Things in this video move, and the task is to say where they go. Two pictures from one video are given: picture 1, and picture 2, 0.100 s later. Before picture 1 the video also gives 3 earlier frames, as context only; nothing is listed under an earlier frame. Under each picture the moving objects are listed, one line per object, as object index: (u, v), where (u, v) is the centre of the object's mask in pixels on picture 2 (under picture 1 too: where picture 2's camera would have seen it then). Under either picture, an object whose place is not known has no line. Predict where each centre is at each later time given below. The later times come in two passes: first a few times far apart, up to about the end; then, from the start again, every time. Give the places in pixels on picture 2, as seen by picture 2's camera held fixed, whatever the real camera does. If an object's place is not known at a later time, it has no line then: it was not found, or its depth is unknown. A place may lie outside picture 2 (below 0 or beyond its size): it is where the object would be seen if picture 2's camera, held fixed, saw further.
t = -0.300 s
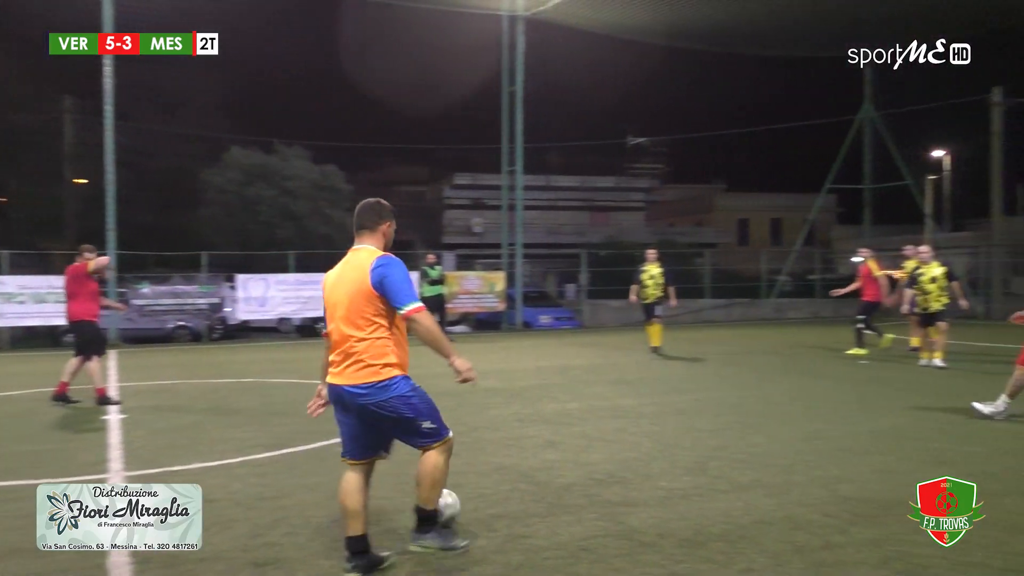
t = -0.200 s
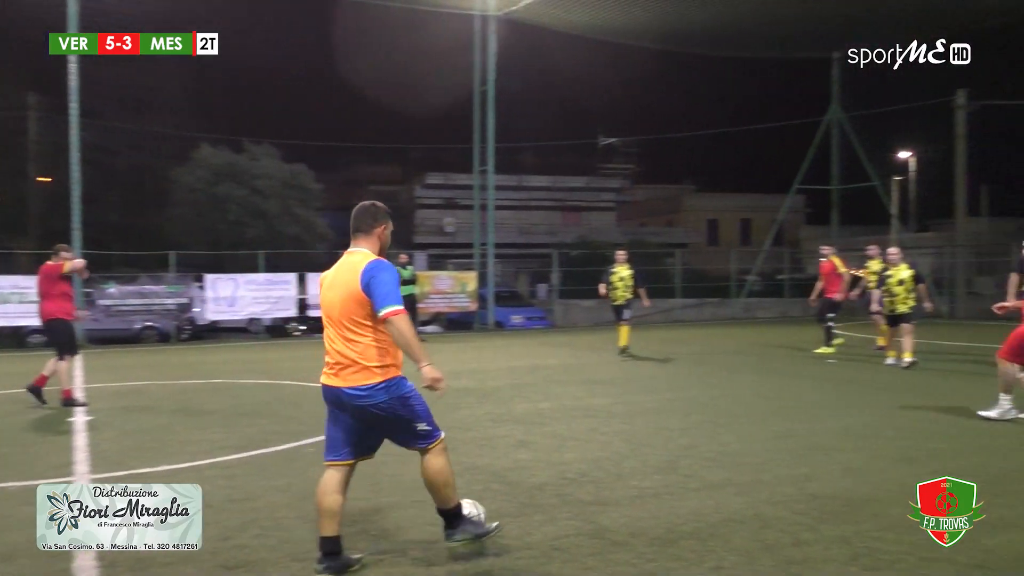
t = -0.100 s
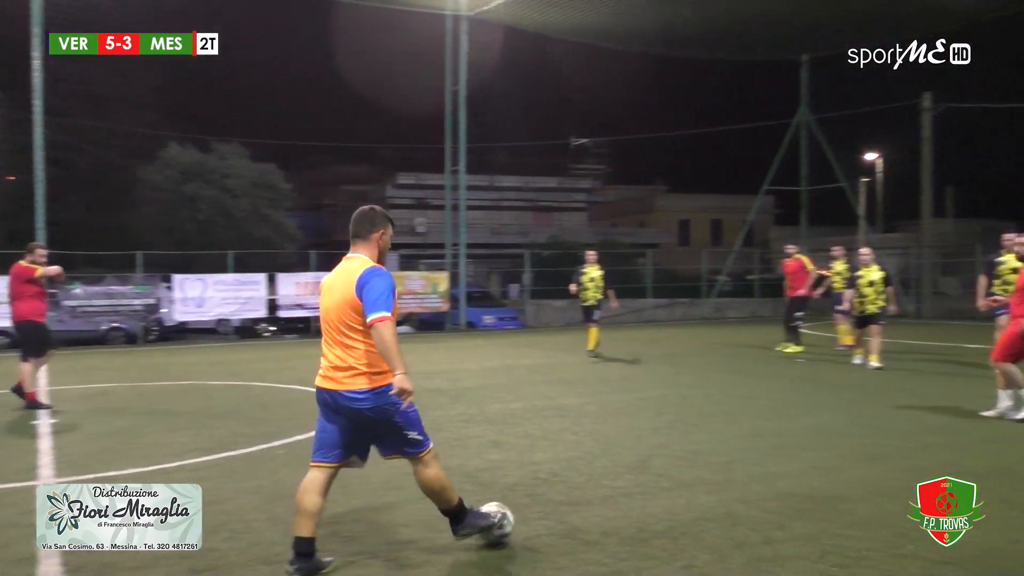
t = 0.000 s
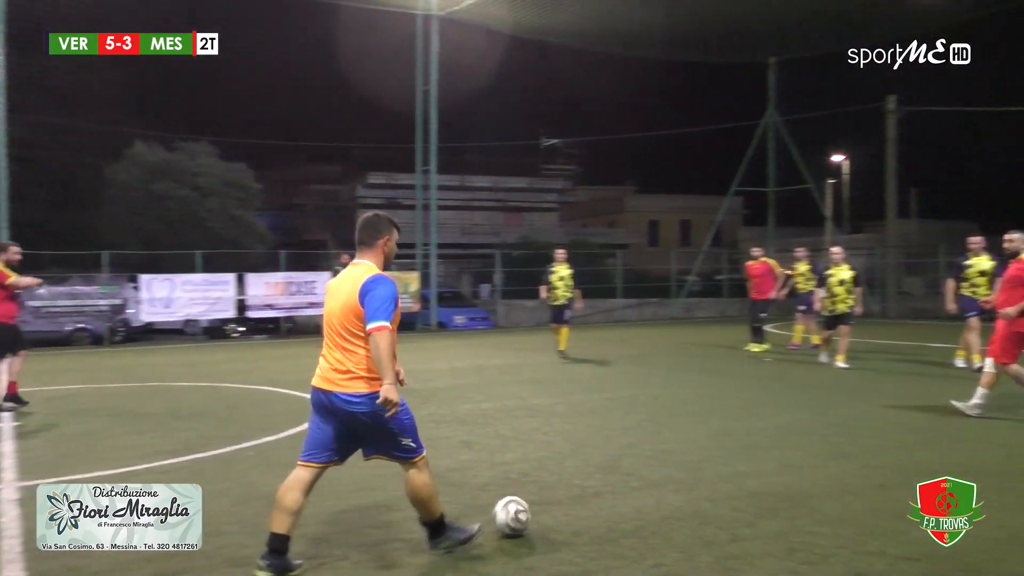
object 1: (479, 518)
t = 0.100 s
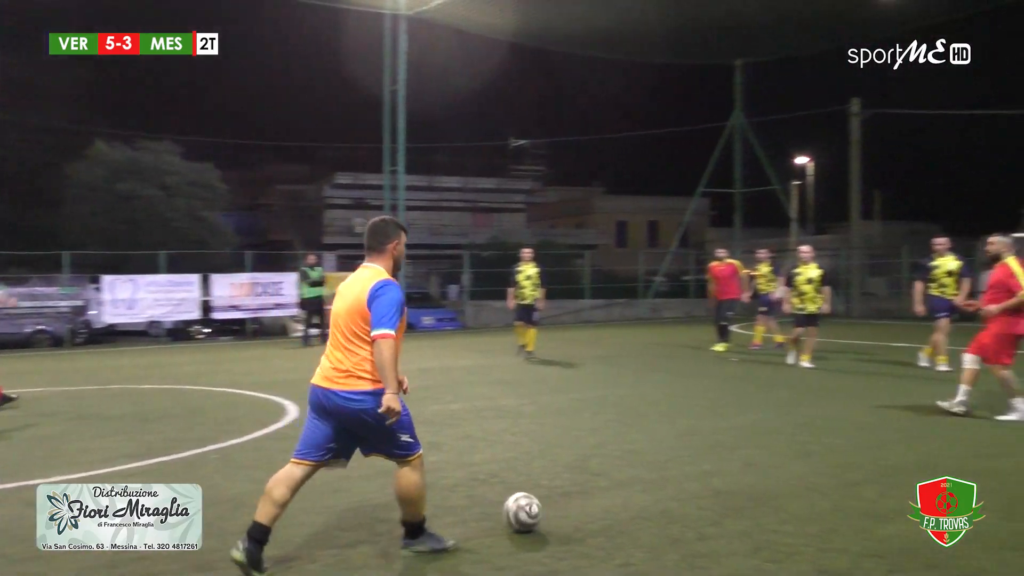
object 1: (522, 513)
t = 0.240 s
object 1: (581, 504)
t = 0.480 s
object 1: (671, 490)
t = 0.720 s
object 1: (746, 479)
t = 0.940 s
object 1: (810, 469)
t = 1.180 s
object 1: (871, 460)
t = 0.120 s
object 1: (531, 511)
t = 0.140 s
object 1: (539, 510)
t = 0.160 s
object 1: (548, 509)
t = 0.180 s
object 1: (556, 508)
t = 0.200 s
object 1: (566, 507)
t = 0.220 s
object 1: (573, 505)
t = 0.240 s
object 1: (581, 504)
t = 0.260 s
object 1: (590, 502)
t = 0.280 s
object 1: (597, 501)
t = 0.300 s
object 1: (604, 501)
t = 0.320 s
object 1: (611, 500)
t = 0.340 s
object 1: (619, 498)
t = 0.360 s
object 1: (627, 498)
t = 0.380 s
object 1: (633, 496)
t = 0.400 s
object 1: (642, 495)
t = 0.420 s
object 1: (648, 493)
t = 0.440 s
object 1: (656, 493)
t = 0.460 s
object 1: (662, 491)
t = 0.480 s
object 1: (671, 490)
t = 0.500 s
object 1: (676, 489)
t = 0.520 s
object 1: (683, 489)
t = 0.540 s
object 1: (690, 488)
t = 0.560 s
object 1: (696, 487)
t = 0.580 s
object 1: (703, 486)
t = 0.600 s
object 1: (709, 485)
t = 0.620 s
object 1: (716, 484)
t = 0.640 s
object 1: (722, 483)
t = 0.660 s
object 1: (729, 482)
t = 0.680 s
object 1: (734, 481)
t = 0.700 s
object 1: (740, 480)
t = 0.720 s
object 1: (746, 479)
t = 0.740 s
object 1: (752, 478)
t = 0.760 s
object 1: (758, 478)
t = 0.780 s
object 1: (764, 477)
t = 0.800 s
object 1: (770, 475)
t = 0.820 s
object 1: (775, 475)
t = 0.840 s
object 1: (782, 474)
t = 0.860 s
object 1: (787, 473)
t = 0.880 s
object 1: (793, 473)
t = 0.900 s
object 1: (799, 472)
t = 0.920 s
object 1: (805, 471)
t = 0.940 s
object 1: (810, 469)
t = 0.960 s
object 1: (815, 469)
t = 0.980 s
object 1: (820, 468)
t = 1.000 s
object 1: (825, 468)
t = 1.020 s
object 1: (831, 467)
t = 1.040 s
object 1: (836, 466)
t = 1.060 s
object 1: (841, 465)
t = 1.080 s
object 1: (846, 464)
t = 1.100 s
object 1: (852, 464)
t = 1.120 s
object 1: (857, 463)
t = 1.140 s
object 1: (862, 462)
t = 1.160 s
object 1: (867, 461)
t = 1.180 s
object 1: (871, 460)
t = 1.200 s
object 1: (876, 460)
